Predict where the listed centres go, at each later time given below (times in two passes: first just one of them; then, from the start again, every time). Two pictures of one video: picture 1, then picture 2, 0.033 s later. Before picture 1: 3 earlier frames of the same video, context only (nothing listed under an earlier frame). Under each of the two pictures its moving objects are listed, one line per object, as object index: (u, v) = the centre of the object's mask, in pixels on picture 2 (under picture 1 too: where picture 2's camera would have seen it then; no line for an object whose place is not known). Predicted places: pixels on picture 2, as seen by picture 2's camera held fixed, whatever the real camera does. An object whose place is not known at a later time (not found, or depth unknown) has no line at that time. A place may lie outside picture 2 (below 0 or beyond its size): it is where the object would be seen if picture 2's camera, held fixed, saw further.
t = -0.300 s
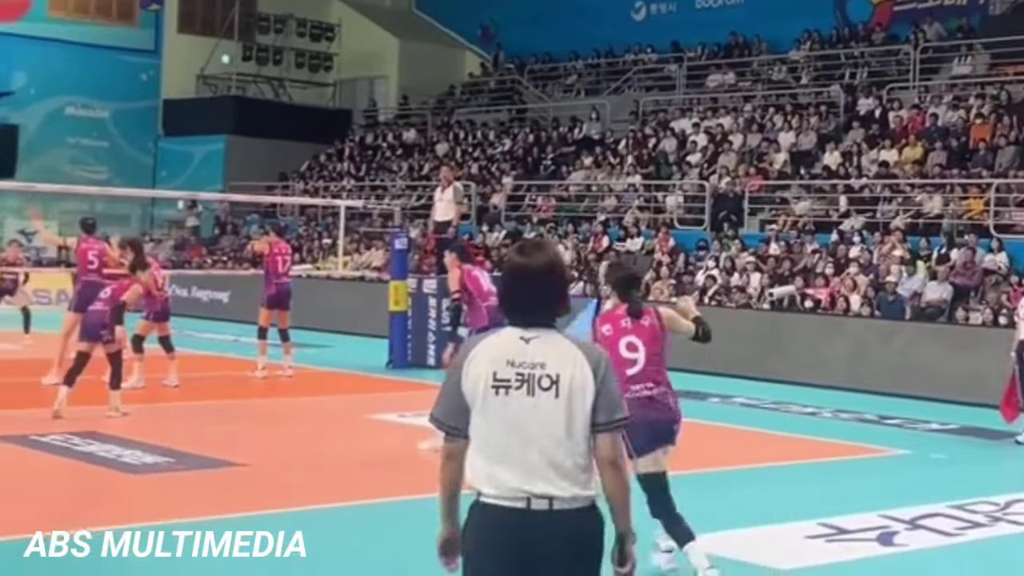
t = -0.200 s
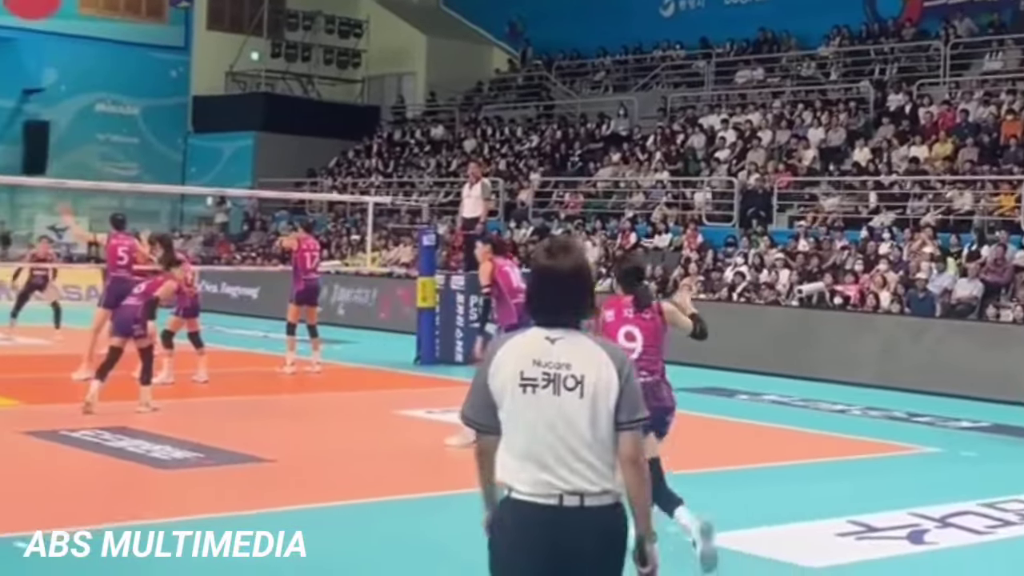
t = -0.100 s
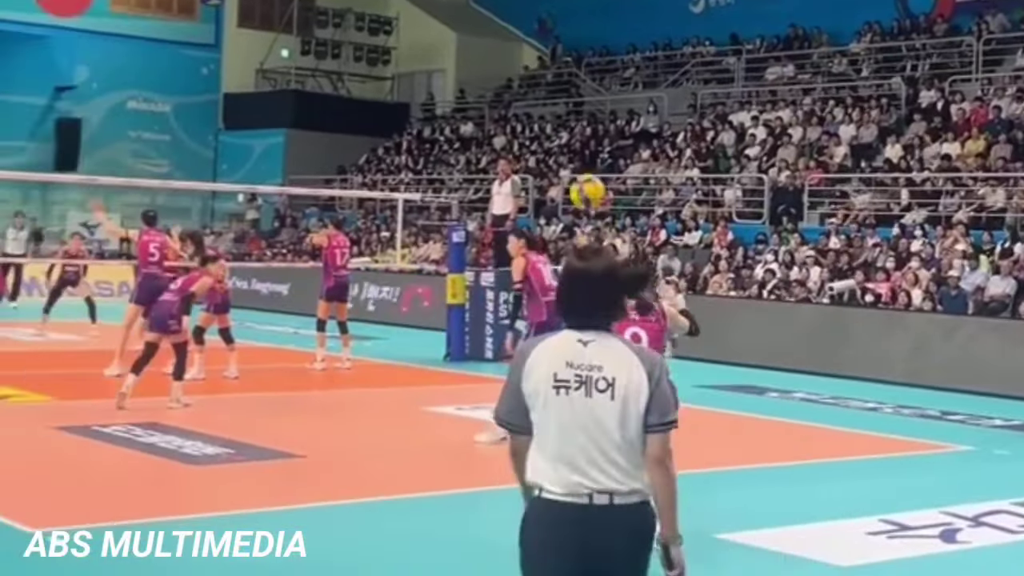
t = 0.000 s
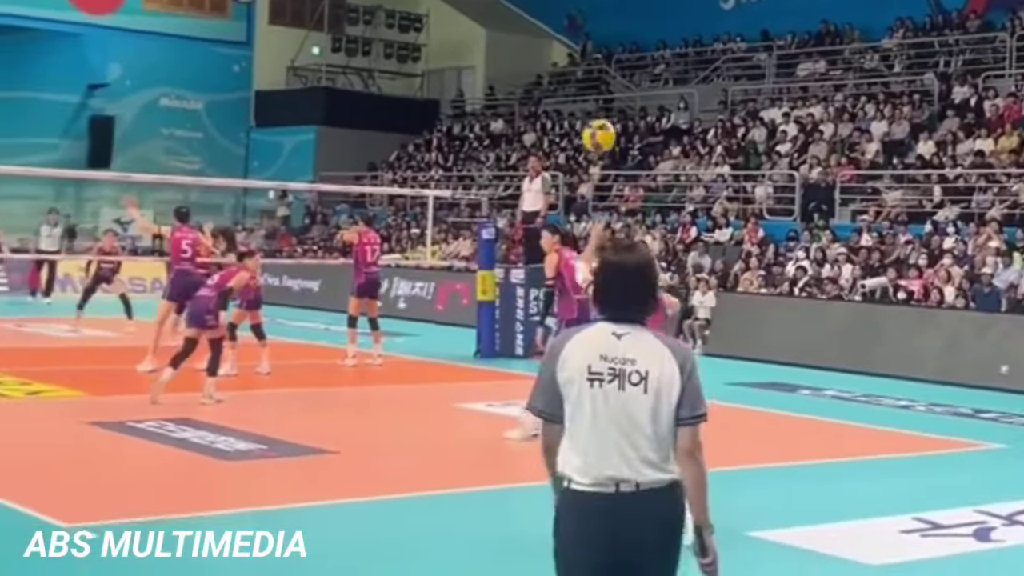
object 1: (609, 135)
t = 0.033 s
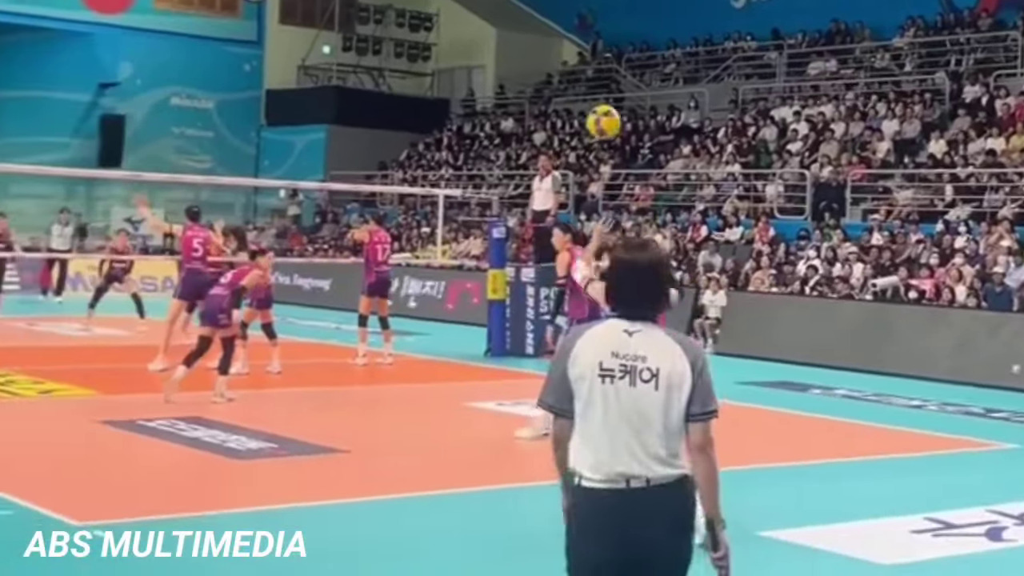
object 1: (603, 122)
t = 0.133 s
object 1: (586, 94)
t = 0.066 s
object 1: (597, 111)
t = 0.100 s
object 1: (592, 101)
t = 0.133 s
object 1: (586, 94)
